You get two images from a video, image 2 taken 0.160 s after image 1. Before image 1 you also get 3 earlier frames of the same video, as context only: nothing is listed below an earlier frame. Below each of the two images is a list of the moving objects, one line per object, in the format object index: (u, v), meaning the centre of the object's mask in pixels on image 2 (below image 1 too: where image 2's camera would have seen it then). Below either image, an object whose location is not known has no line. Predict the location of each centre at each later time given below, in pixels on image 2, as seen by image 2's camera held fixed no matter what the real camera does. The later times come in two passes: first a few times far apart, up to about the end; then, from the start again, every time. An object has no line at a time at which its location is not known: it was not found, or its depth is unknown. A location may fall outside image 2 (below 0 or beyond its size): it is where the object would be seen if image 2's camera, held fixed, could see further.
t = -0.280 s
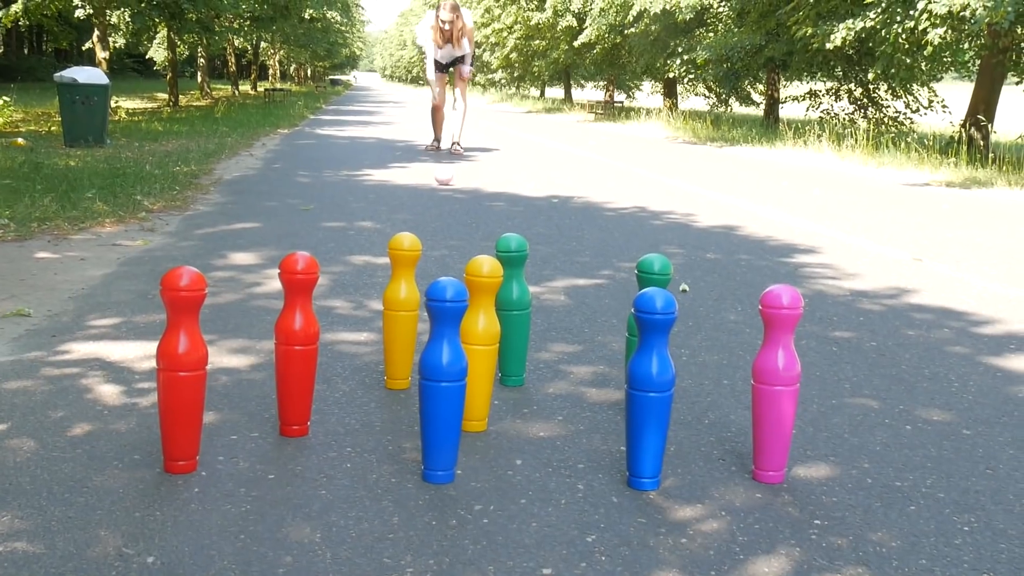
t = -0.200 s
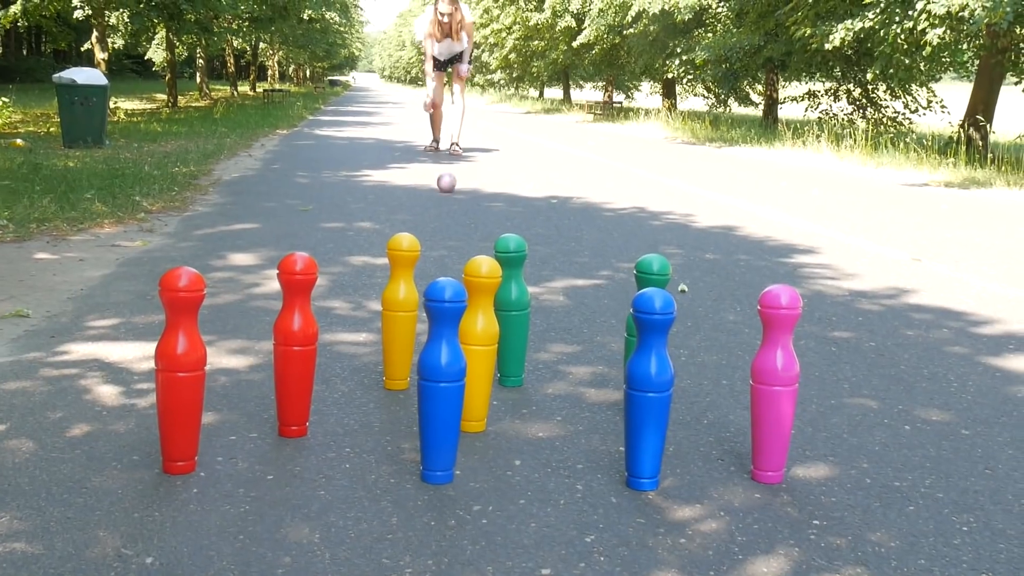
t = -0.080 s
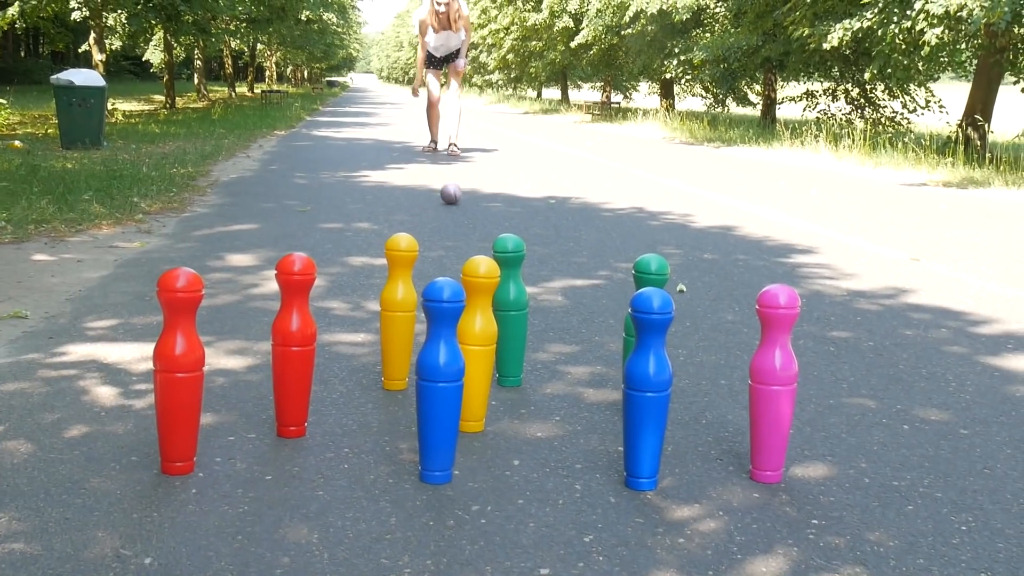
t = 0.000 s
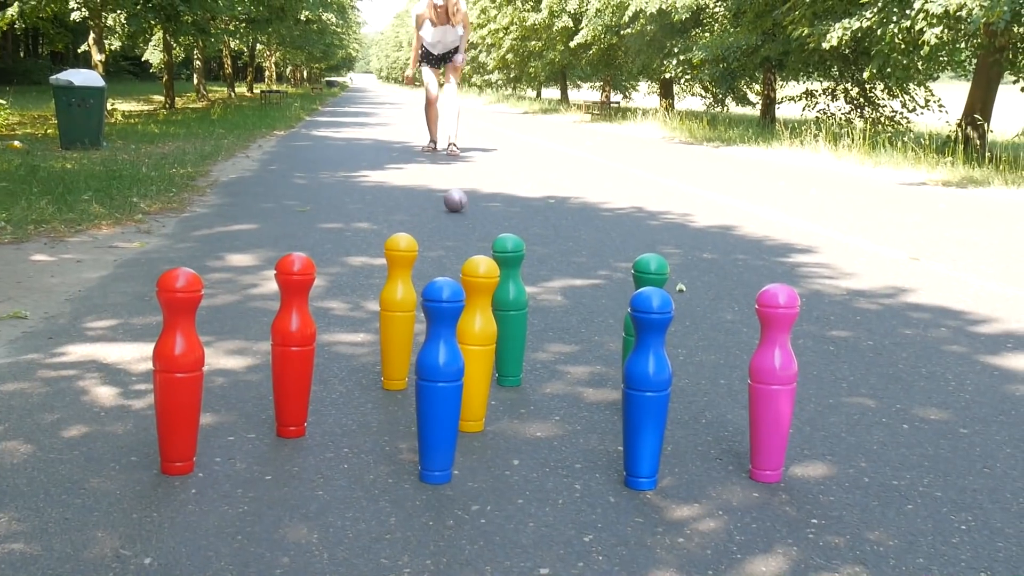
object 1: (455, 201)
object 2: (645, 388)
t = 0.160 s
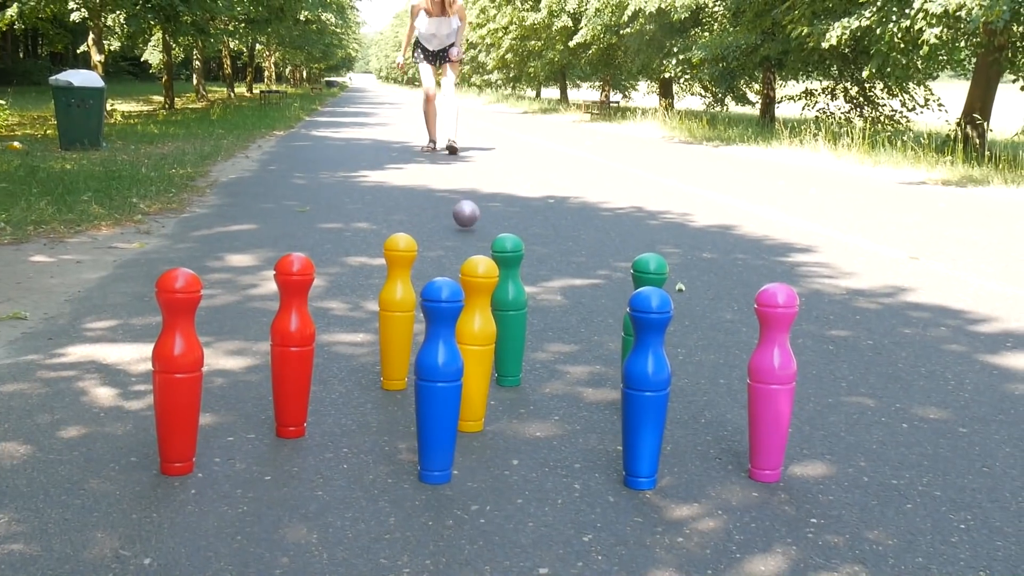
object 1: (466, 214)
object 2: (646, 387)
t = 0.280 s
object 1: (479, 234)
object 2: (646, 388)
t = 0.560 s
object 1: (532, 285)
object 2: (646, 387)
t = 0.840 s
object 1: (598, 393)
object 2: (645, 388)
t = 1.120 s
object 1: (516, 521)
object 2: (838, 511)
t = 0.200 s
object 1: (470, 222)
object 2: (646, 388)
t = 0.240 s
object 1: (474, 228)
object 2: (646, 388)
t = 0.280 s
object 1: (479, 234)
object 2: (646, 388)
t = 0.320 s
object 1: (482, 239)
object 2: (645, 387)
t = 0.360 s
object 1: (484, 242)
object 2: (646, 387)
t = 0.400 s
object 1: (487, 246)
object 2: (646, 387)
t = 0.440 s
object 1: (489, 253)
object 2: (646, 387)
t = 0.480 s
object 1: (523, 269)
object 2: (646, 387)
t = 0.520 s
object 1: (527, 273)
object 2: (646, 387)
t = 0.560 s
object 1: (532, 285)
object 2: (646, 387)
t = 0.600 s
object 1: (539, 299)
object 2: (645, 387)
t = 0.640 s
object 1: (546, 313)
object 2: (645, 387)
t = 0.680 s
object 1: (557, 324)
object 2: (645, 387)
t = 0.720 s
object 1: (572, 343)
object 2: (645, 388)
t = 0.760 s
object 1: (586, 357)
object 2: (645, 388)
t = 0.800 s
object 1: (598, 380)
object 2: (646, 387)
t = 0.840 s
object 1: (598, 393)
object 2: (645, 388)
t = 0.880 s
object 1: (598, 413)
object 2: (645, 388)
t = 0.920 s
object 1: (600, 436)
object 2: (649, 390)
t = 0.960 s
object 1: (589, 449)
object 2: (683, 401)
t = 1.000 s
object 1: (573, 464)
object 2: (719, 423)
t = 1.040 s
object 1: (557, 482)
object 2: (759, 458)
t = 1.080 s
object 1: (537, 501)
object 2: (805, 496)
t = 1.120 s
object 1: (516, 521)
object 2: (838, 511)
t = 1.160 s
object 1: (496, 539)
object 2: (865, 506)
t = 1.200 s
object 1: (474, 551)
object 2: (902, 502)
